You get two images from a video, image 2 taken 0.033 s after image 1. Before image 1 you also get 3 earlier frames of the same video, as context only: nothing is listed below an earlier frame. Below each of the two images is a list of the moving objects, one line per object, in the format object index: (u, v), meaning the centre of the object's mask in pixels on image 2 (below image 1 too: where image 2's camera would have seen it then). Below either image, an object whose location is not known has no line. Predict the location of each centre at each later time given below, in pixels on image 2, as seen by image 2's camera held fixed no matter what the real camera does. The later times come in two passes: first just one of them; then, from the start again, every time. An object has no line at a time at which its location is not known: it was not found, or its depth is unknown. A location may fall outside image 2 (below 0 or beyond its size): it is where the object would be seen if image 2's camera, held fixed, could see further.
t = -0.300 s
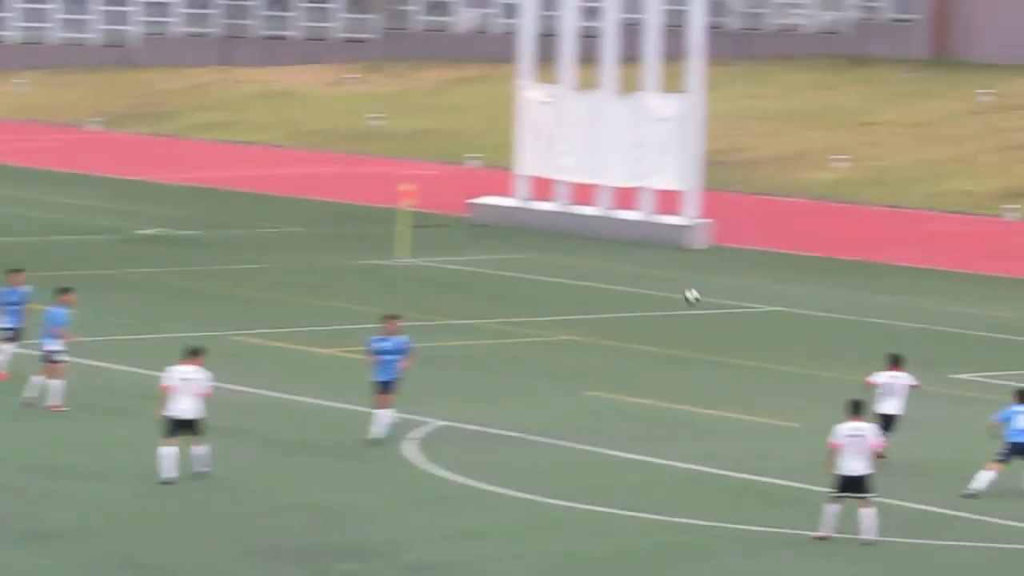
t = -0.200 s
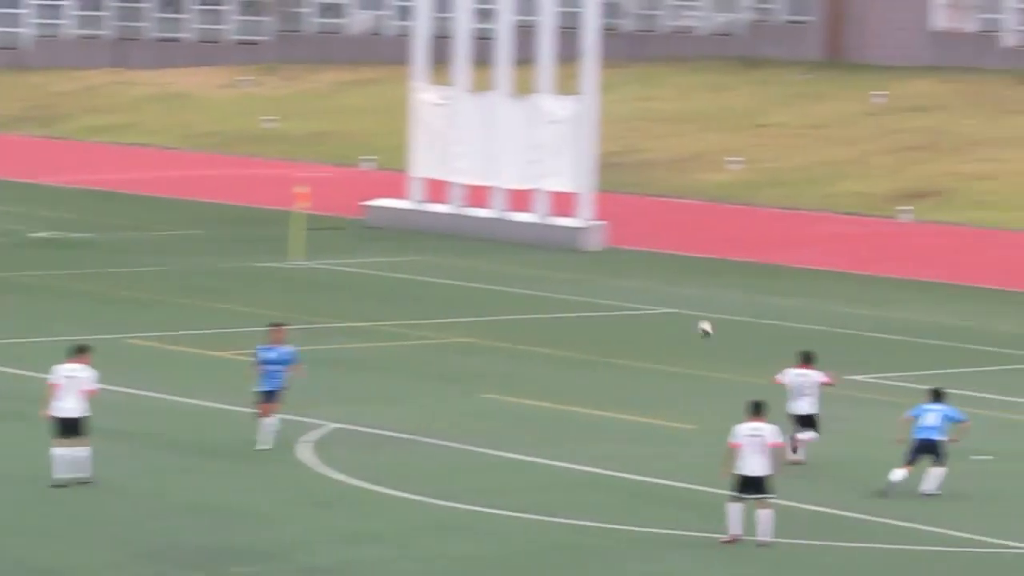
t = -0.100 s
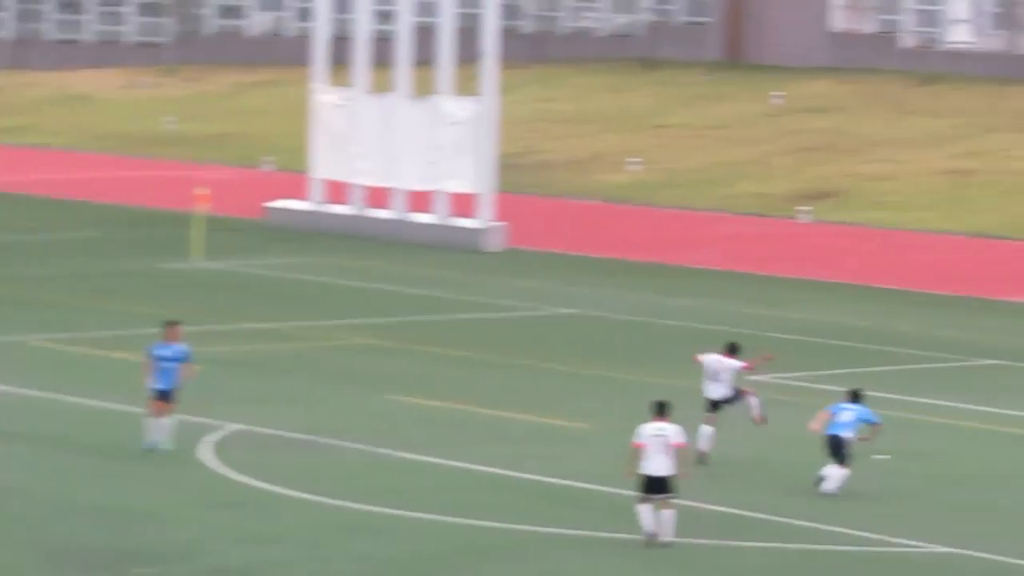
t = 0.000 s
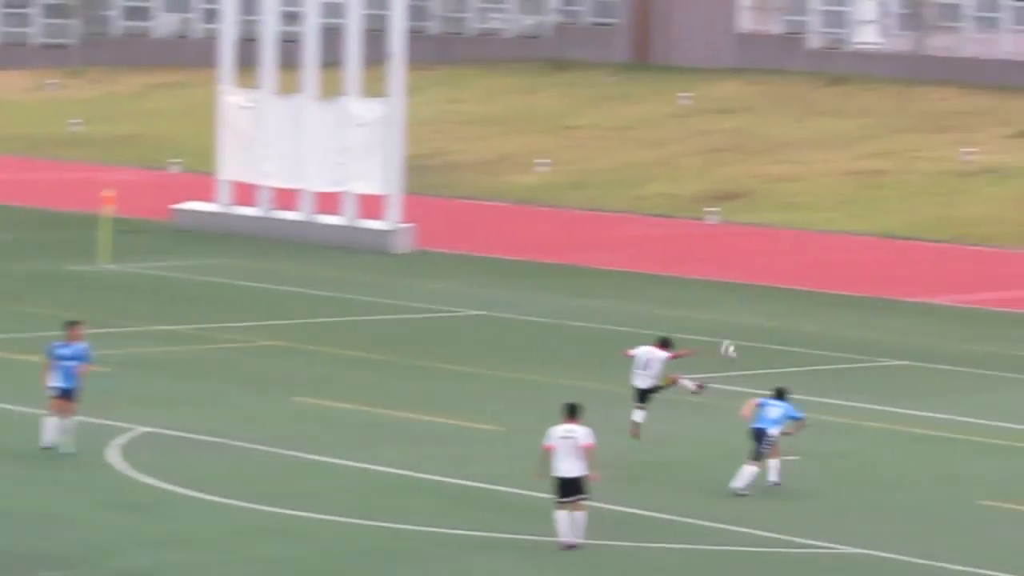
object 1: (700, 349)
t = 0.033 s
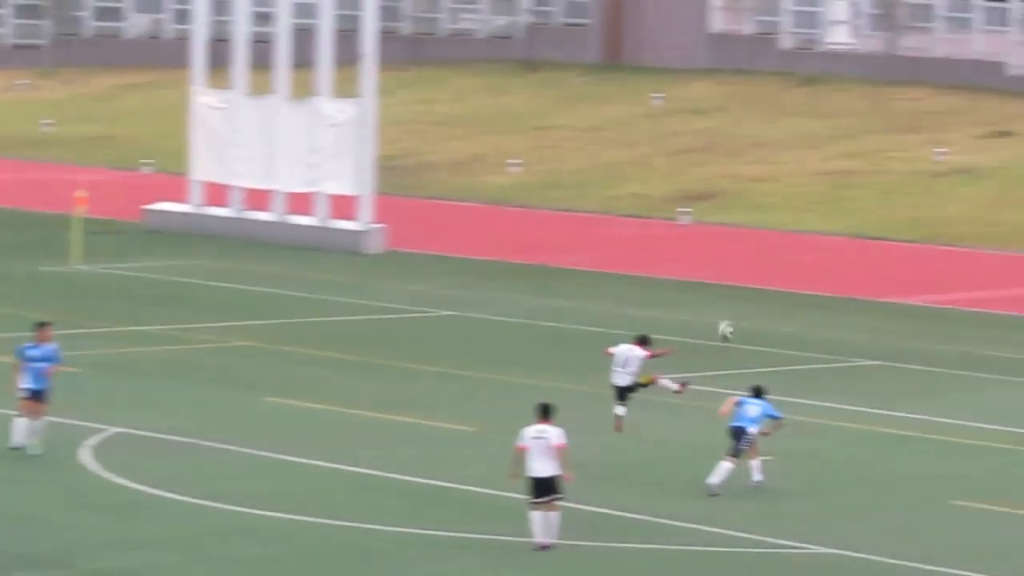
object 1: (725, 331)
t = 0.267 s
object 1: (900, 214)
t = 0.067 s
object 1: (750, 311)
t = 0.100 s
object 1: (774, 291)
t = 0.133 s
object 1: (799, 274)
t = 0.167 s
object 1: (825, 258)
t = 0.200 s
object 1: (849, 243)
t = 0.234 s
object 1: (875, 228)
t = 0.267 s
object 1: (900, 214)
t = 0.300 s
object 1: (925, 203)
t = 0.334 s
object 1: (950, 191)
